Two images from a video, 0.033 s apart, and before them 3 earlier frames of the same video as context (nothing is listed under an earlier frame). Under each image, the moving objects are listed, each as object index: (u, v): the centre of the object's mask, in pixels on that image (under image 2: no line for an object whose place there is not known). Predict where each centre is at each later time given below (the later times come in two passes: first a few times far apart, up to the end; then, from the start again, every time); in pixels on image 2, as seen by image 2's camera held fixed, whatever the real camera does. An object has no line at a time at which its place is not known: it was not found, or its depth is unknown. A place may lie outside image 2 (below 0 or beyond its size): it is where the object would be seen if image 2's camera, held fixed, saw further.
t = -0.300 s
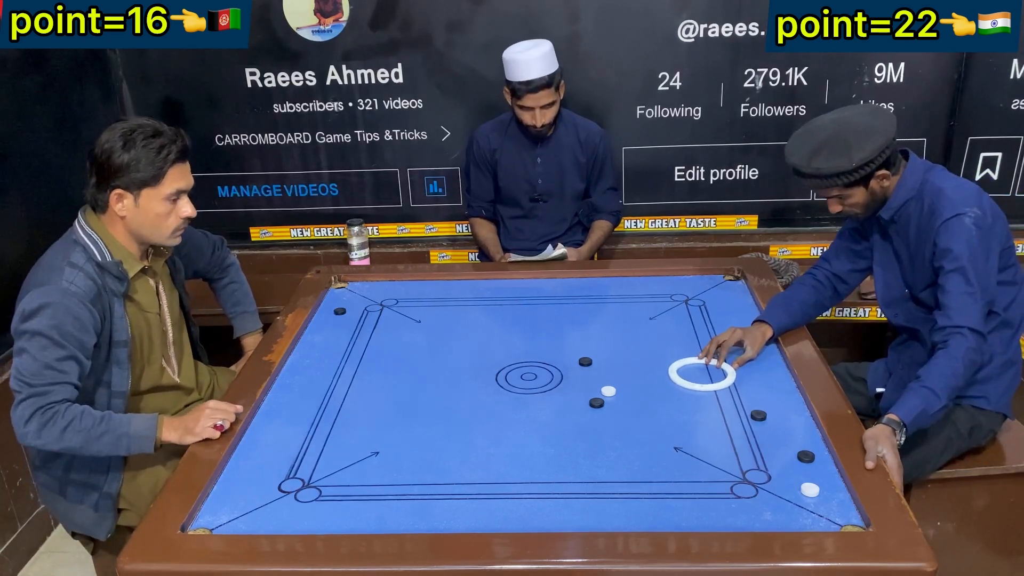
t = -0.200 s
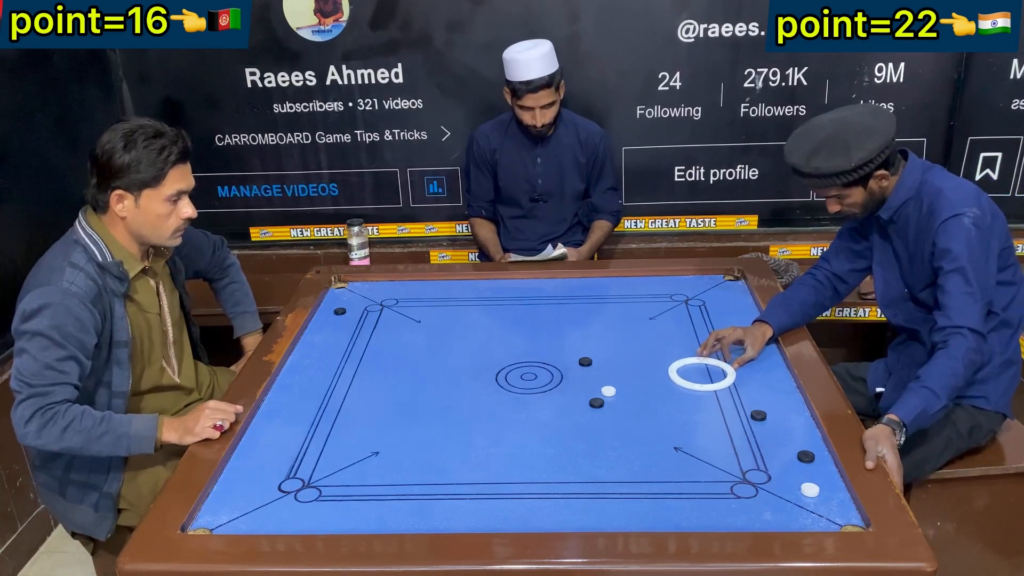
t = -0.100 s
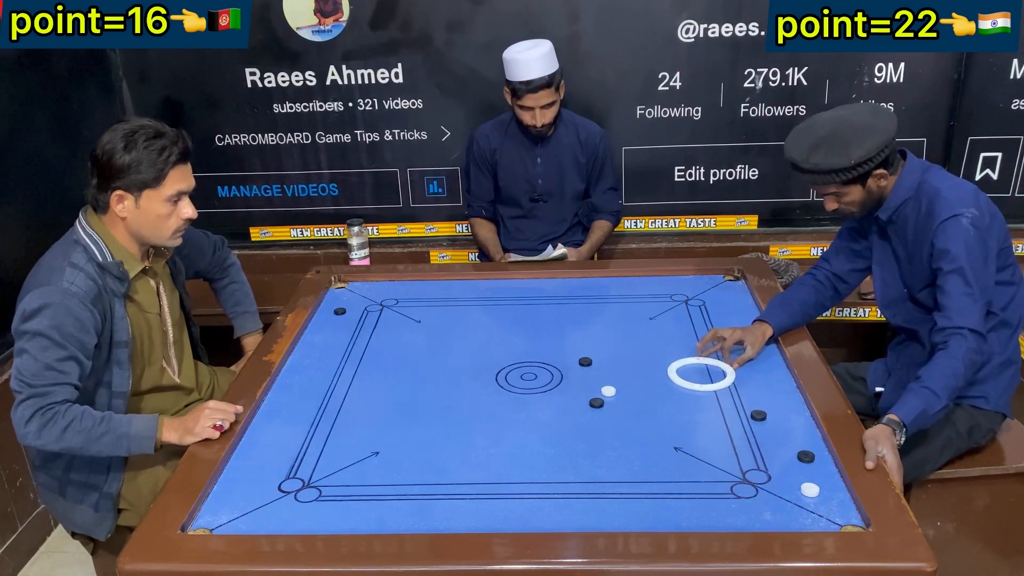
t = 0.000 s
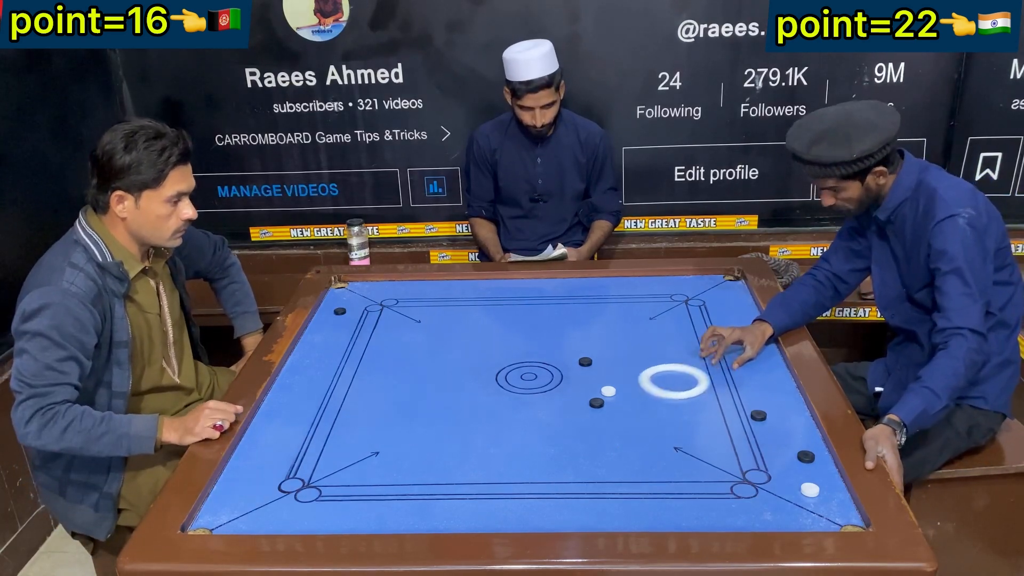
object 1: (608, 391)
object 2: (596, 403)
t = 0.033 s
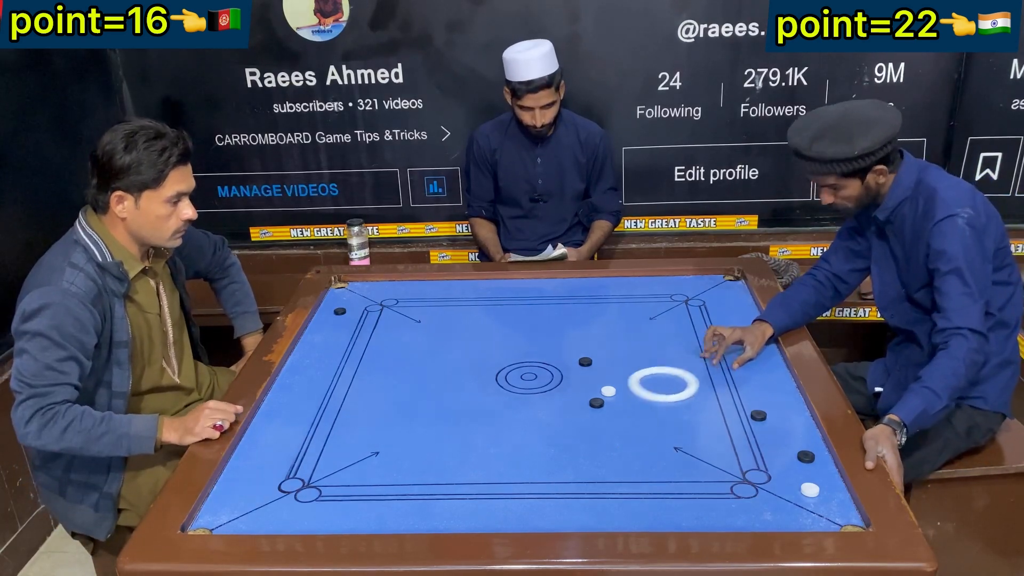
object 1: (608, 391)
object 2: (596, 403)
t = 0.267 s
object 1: (541, 401)
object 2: (560, 414)
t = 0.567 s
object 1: (434, 417)
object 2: (471, 440)
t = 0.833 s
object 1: (341, 430)
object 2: (392, 463)
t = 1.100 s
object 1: (253, 441)
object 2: (313, 484)
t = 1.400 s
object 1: (303, 451)
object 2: (230, 505)
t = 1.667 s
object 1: (307, 452)
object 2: (229, 519)
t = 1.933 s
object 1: (284, 449)
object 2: (262, 528)
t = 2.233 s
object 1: (267, 446)
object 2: (292, 531)
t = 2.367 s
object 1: (263, 445)
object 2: (303, 532)
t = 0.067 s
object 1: (608, 391)
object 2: (596, 403)
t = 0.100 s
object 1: (600, 392)
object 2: (596, 403)
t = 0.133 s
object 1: (589, 394)
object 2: (596, 403)
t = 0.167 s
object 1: (577, 396)
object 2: (589, 405)
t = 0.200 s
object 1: (565, 397)
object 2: (579, 407)
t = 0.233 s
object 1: (553, 399)
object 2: (570, 410)
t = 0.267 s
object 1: (541, 401)
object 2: (560, 414)
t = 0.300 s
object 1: (529, 403)
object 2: (550, 416)
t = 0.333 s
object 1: (517, 405)
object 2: (540, 419)
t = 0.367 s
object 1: (505, 406)
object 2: (531, 422)
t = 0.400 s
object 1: (493, 408)
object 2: (521, 425)
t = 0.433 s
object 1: (481, 410)
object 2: (511, 428)
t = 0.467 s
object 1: (469, 412)
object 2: (501, 431)
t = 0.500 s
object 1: (458, 413)
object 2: (491, 434)
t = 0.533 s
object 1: (446, 415)
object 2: (481, 437)
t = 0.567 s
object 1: (434, 417)
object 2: (471, 440)
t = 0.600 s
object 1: (422, 418)
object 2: (462, 443)
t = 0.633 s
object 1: (410, 420)
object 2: (452, 446)
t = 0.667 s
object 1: (399, 422)
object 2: (442, 449)
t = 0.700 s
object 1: (387, 423)
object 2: (432, 451)
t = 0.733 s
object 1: (375, 425)
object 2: (422, 454)
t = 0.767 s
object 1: (364, 426)
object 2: (412, 457)
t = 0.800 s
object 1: (352, 428)
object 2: (402, 460)
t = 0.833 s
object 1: (341, 430)
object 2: (392, 463)
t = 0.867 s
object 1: (329, 431)
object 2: (382, 466)
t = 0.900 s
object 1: (318, 433)
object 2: (372, 468)
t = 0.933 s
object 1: (307, 434)
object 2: (362, 471)
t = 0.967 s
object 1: (296, 436)
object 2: (352, 473)
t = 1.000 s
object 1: (285, 437)
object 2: (342, 476)
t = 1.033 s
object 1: (274, 438)
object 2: (332, 479)
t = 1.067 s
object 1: (263, 440)
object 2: (323, 481)
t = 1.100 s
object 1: (253, 441)
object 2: (313, 484)
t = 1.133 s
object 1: (247, 442)
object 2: (303, 486)
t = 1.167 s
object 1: (254, 443)
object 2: (294, 488)
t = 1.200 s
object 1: (261, 445)
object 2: (285, 491)
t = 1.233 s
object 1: (269, 446)
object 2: (276, 493)
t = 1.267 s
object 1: (276, 447)
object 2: (266, 496)
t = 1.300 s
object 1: (282, 448)
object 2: (257, 498)
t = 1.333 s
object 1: (289, 449)
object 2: (248, 500)
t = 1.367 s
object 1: (296, 450)
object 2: (239, 503)
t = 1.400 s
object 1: (303, 451)
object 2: (230, 505)
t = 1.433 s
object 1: (310, 452)
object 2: (221, 507)
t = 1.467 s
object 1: (317, 453)
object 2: (212, 509)
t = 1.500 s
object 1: (323, 454)
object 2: (207, 511)
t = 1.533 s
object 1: (322, 453)
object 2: (211, 513)
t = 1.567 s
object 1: (318, 453)
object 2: (216, 514)
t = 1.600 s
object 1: (314, 453)
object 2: (220, 516)
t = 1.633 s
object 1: (311, 453)
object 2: (225, 517)
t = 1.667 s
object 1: (307, 452)
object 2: (229, 519)
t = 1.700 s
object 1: (304, 452)
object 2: (233, 520)
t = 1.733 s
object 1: (301, 451)
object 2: (237, 521)
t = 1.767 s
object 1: (298, 451)
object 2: (241, 522)
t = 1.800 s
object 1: (295, 450)
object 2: (246, 524)
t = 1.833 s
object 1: (292, 450)
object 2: (250, 525)
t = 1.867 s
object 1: (289, 450)
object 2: (254, 526)
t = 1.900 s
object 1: (286, 449)
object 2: (258, 527)
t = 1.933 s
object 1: (284, 449)
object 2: (262, 528)
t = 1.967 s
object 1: (281, 449)
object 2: (266, 528)
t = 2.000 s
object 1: (279, 448)
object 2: (269, 529)
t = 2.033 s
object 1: (277, 448)
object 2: (273, 529)
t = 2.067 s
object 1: (275, 448)
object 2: (277, 530)
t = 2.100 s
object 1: (273, 447)
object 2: (280, 530)
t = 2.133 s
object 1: (271, 447)
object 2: (283, 530)
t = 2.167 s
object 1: (270, 447)
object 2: (286, 531)
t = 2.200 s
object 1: (269, 446)
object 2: (290, 531)
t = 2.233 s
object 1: (267, 446)
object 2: (292, 531)
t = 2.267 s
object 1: (266, 446)
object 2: (295, 531)
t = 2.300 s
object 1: (265, 446)
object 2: (298, 531)
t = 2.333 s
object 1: (264, 445)
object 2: (301, 532)
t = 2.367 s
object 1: (263, 445)
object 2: (303, 532)
